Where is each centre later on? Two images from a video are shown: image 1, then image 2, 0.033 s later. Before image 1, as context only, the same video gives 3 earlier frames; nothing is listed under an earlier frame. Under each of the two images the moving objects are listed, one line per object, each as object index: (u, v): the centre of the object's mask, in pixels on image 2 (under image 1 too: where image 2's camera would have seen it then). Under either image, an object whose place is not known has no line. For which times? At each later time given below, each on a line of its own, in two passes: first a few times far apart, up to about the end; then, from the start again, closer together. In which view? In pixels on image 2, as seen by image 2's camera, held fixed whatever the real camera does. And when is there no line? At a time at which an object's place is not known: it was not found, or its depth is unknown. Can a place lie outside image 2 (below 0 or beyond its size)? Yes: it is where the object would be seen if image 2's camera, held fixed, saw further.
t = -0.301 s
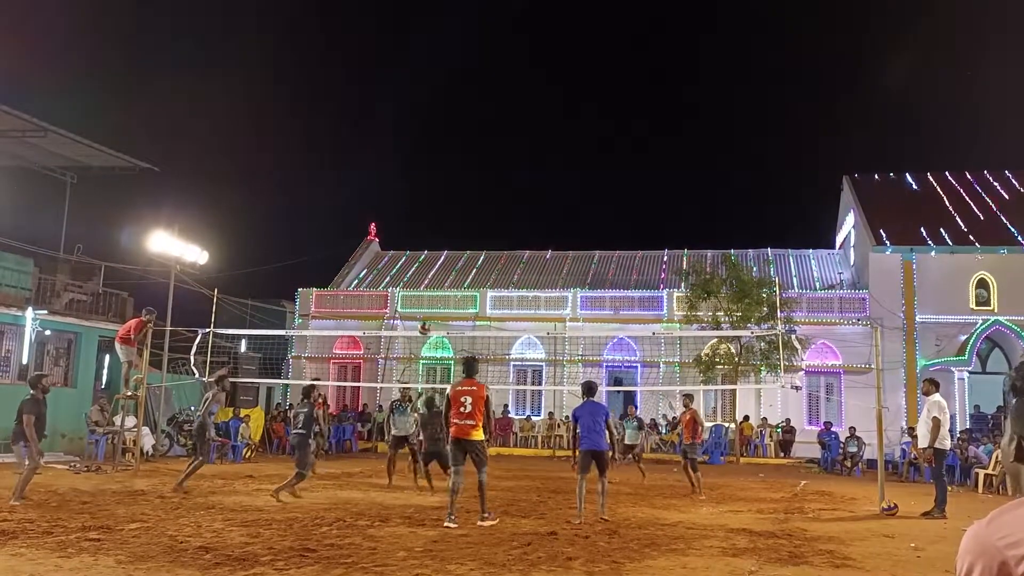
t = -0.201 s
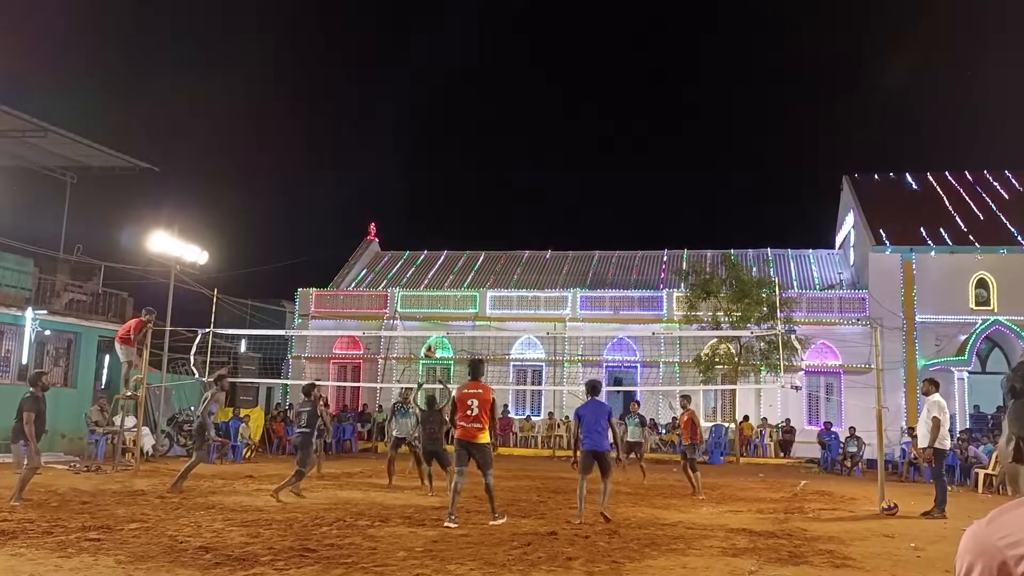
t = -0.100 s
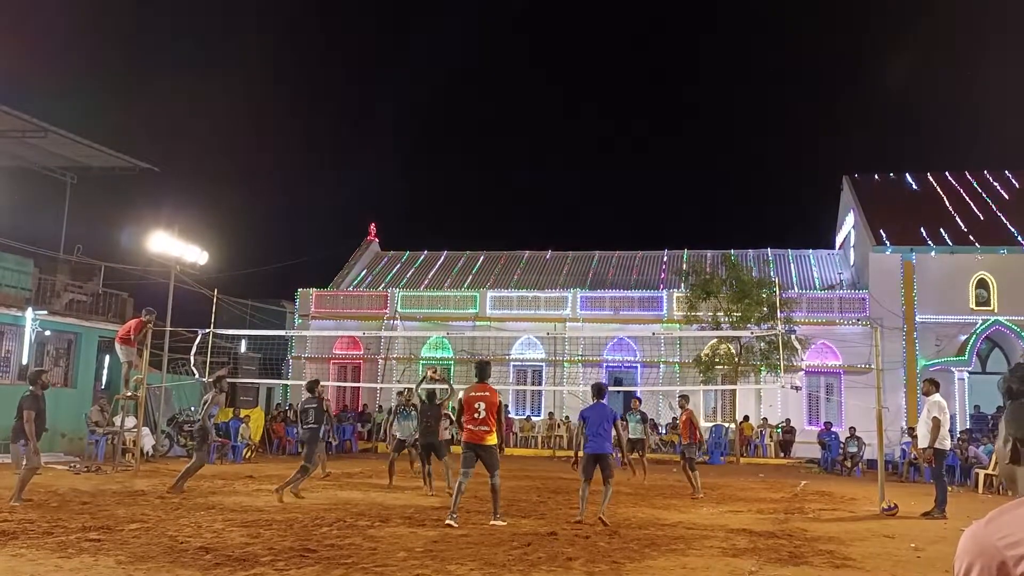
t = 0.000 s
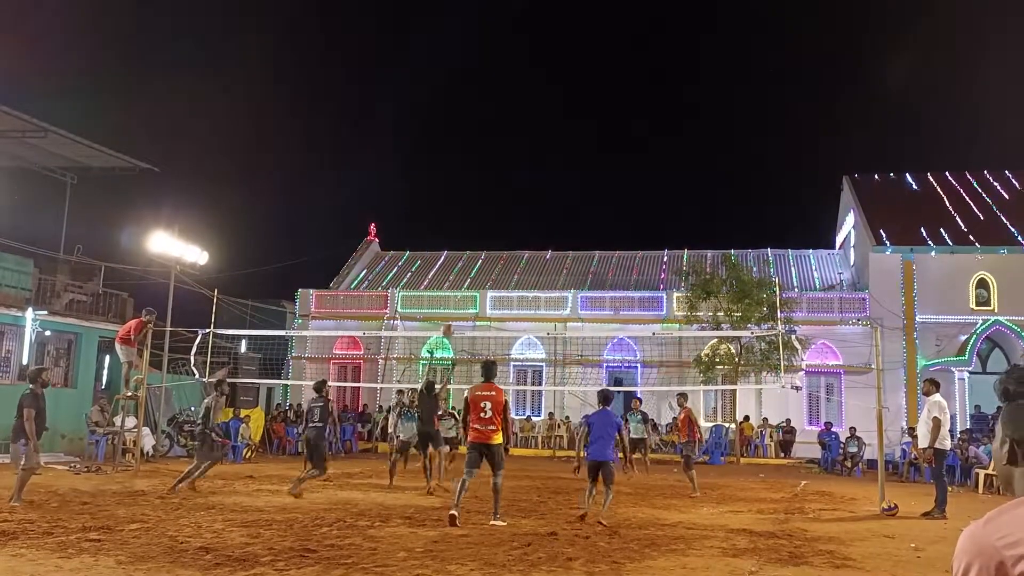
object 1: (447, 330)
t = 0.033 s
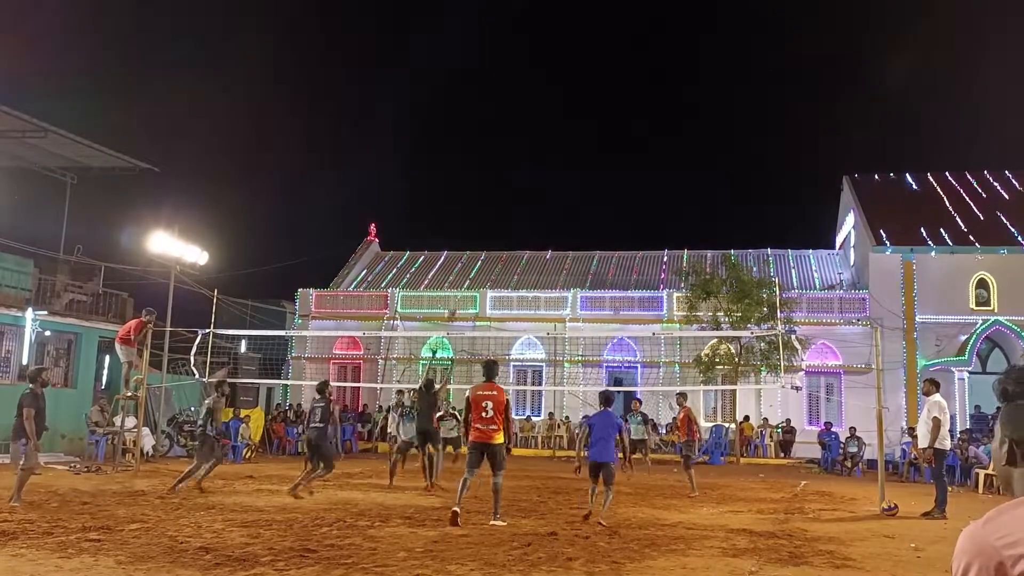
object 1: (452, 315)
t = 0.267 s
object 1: (482, 230)
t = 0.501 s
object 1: (510, 181)
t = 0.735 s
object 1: (537, 166)
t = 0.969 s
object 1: (563, 190)
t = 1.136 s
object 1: (581, 232)
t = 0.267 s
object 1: (482, 230)
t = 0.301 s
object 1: (487, 221)
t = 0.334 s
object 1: (490, 213)
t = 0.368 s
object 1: (495, 205)
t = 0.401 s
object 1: (498, 198)
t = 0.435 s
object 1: (502, 191)
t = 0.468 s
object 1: (506, 186)
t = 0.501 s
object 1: (510, 181)
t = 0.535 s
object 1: (514, 177)
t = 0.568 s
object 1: (518, 173)
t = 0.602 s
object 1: (522, 170)
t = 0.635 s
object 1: (525, 168)
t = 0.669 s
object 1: (529, 167)
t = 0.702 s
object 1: (533, 166)
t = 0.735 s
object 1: (537, 166)
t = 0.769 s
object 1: (540, 167)
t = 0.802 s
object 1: (544, 169)
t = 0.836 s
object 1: (548, 172)
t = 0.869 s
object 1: (551, 175)
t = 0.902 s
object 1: (555, 179)
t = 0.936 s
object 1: (559, 184)
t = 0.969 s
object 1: (563, 190)
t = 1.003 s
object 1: (566, 197)
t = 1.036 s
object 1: (570, 204)
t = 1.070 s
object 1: (574, 212)
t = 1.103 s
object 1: (577, 222)
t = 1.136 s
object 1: (581, 232)
